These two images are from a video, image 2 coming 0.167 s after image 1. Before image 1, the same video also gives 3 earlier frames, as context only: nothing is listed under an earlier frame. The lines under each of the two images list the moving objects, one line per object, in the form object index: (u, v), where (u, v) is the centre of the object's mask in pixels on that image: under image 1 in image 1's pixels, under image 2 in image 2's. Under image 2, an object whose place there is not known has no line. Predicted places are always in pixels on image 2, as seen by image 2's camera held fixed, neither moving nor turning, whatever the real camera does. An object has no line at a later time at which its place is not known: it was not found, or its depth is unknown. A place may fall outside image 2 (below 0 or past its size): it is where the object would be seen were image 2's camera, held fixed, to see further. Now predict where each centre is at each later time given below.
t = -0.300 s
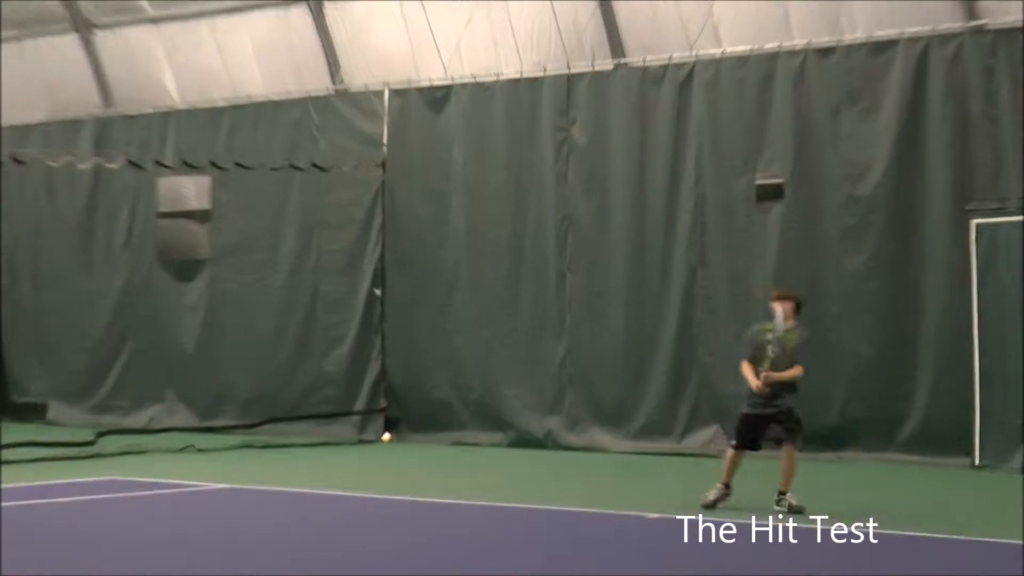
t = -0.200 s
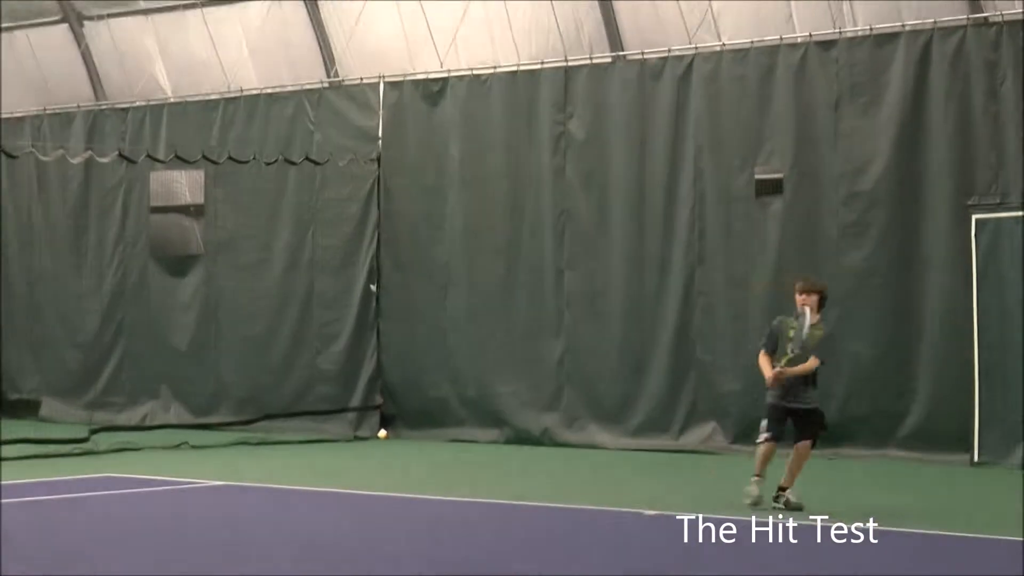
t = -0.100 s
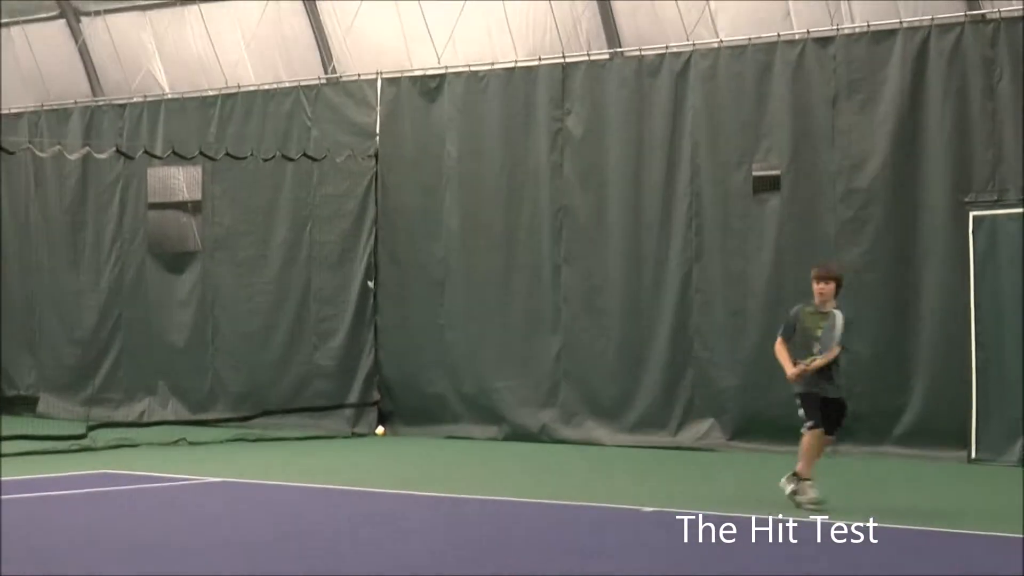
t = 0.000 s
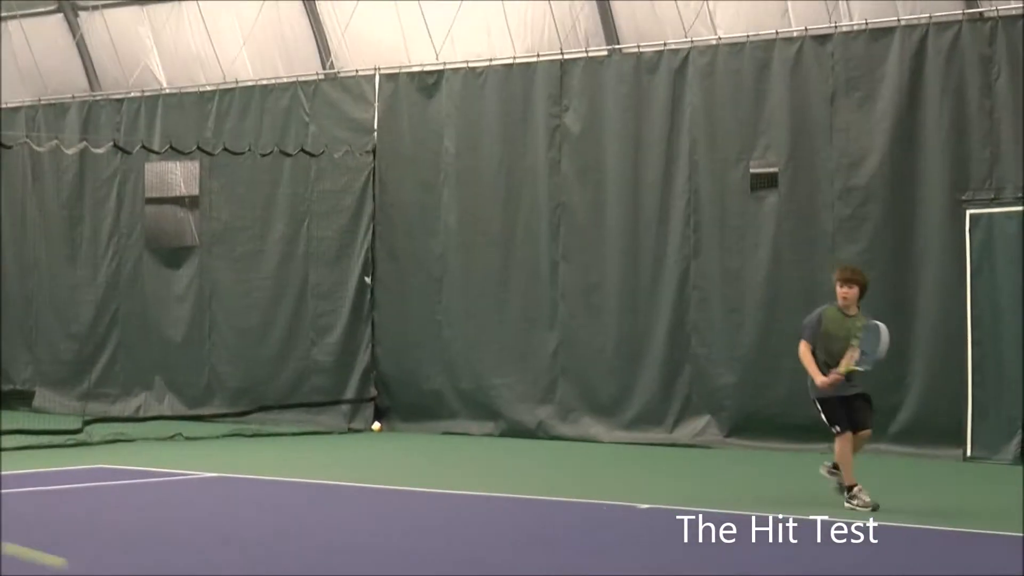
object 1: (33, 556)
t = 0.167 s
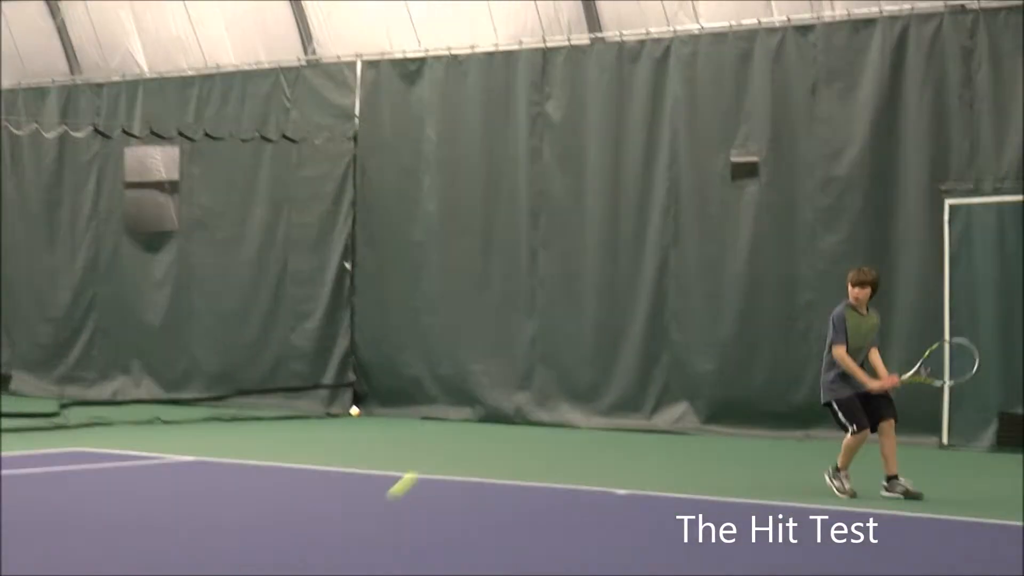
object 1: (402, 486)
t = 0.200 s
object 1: (451, 456)
